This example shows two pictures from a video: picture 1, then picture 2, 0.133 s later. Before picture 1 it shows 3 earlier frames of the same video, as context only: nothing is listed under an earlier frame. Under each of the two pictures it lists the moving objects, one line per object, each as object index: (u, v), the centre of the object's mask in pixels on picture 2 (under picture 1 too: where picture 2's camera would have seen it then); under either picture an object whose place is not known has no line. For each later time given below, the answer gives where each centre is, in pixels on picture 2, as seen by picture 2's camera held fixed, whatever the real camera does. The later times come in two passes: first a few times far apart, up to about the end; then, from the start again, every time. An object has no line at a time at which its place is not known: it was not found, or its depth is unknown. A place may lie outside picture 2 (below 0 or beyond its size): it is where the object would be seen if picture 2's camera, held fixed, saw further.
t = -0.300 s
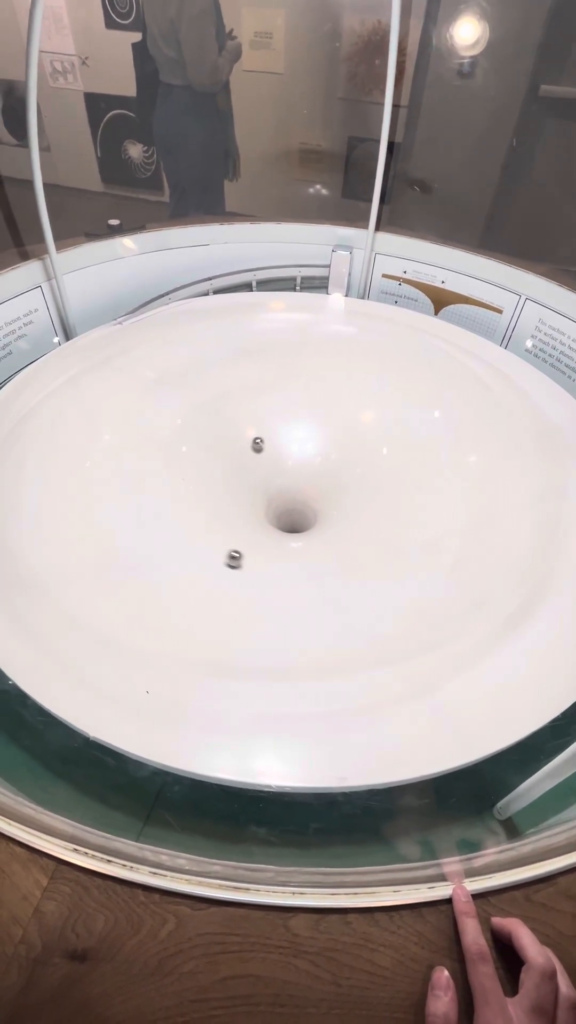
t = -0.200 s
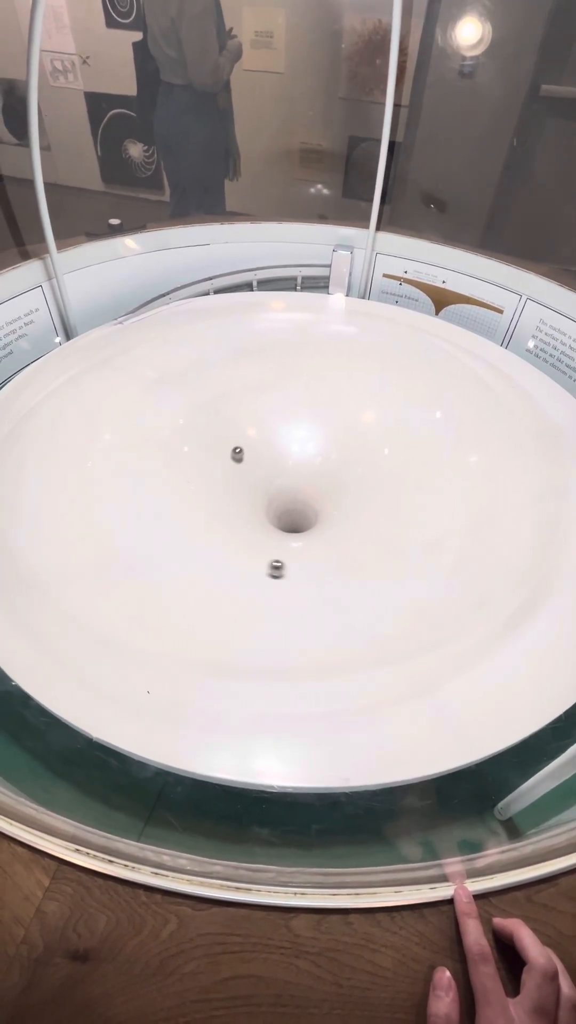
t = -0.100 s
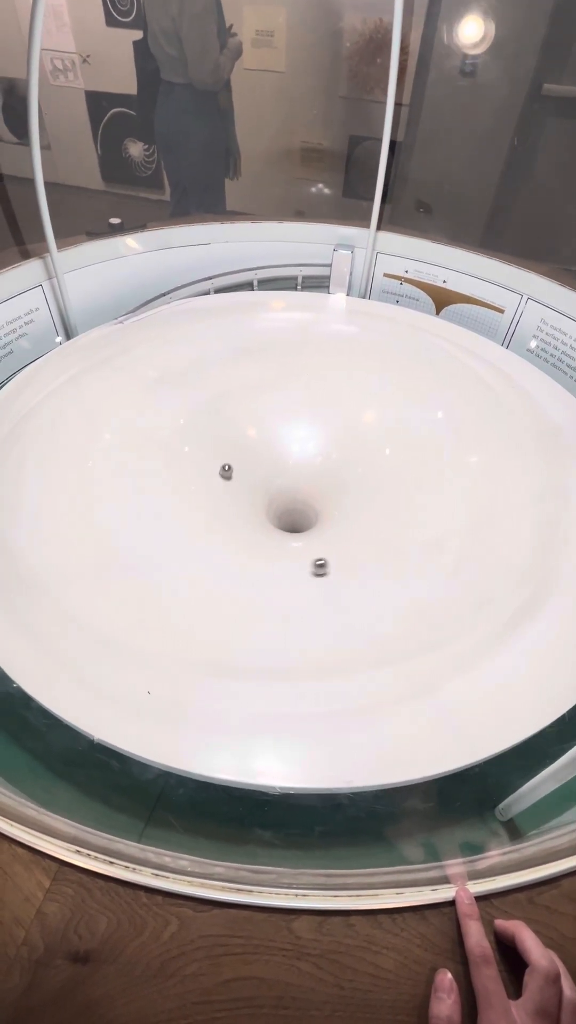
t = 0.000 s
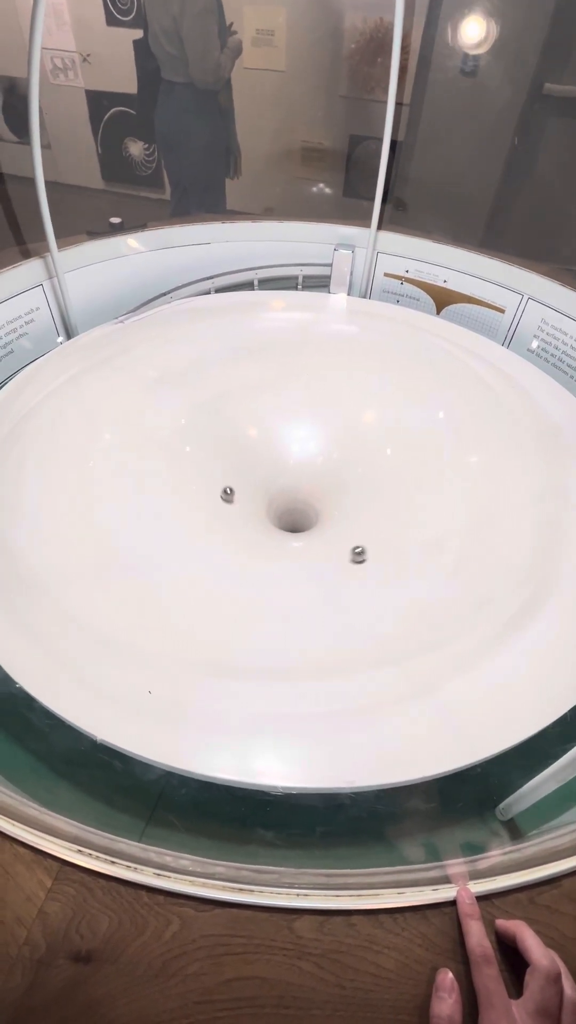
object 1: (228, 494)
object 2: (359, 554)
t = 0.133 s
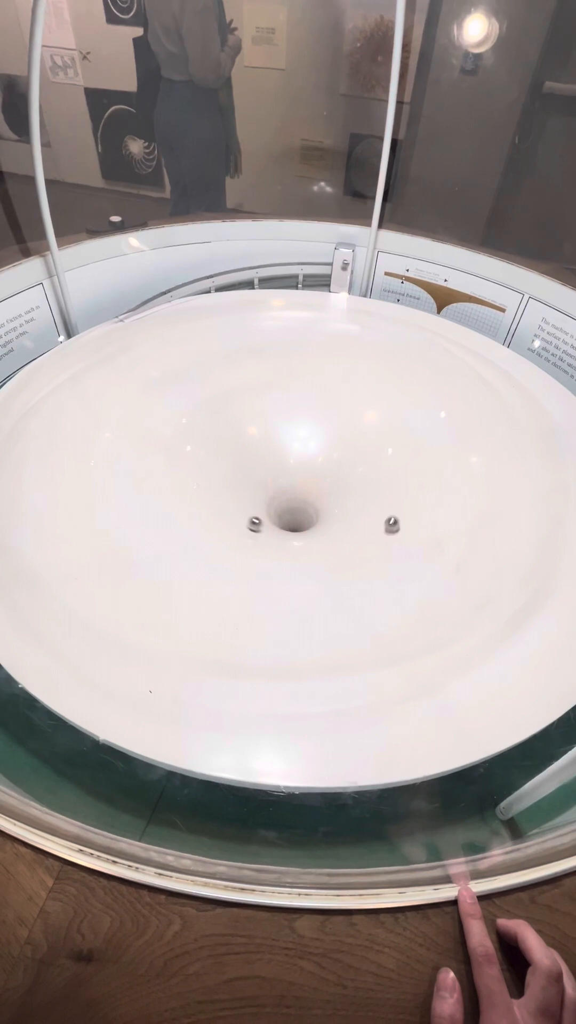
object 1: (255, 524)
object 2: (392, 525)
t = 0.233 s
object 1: (291, 535)
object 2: (401, 499)
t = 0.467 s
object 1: (358, 506)
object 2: (371, 437)
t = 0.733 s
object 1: (340, 452)
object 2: (292, 400)
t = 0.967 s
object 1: (277, 445)
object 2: (223, 406)
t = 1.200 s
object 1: (236, 487)
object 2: (180, 445)
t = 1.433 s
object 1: (275, 535)
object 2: (192, 509)
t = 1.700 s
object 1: (352, 521)
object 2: (294, 556)
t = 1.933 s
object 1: (349, 477)
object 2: (388, 530)
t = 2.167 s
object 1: (284, 451)
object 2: (414, 473)
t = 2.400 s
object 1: (230, 471)
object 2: (377, 424)
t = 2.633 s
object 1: (241, 519)
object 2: (307, 405)
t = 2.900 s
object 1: (327, 530)
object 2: (224, 426)
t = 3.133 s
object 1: (352, 481)
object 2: (186, 478)
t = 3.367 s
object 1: (304, 442)
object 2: (216, 540)
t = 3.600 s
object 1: (249, 453)
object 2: (305, 567)
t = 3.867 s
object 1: (249, 515)
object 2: (391, 530)
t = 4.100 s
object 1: (326, 532)
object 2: (394, 470)
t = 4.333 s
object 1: (365, 492)
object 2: (337, 420)
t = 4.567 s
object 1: (327, 454)
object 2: (261, 404)
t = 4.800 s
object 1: (259, 459)
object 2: (199, 423)
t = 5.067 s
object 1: (239, 512)
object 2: (177, 482)
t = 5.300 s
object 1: (301, 538)
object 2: (231, 541)
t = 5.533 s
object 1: (352, 509)
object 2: (335, 550)
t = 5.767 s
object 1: (323, 461)
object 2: (402, 503)
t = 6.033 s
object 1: (250, 453)
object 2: (389, 437)
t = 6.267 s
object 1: (229, 493)
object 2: (329, 406)
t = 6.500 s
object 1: (286, 533)
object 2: (257, 411)
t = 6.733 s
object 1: (352, 506)
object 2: (201, 450)
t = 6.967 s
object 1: (338, 457)
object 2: (202, 515)
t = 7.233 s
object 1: (272, 448)
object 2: (288, 563)
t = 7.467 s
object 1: (240, 493)
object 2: (375, 545)
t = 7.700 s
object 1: (292, 534)
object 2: (403, 492)
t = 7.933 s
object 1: (354, 516)
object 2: (363, 438)
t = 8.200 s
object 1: (337, 467)
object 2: (277, 410)
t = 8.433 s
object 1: (268, 456)
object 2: (209, 423)
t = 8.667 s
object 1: (231, 490)
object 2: (176, 467)
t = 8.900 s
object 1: (270, 531)
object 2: (207, 526)
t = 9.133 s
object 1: (339, 519)
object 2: (302, 553)
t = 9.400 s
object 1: (330, 461)
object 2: (391, 509)
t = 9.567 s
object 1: (287, 444)
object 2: (397, 464)
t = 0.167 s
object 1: (265, 529)
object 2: (396, 517)
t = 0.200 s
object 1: (278, 533)
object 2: (399, 508)
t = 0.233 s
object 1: (291, 535)
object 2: (401, 499)
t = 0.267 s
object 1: (303, 535)
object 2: (401, 489)
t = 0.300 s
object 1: (316, 533)
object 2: (399, 480)
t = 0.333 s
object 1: (327, 530)
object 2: (396, 471)
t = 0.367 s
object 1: (338, 525)
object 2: (391, 462)
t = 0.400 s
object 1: (346, 520)
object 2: (386, 453)
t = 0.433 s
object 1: (353, 513)
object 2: (379, 445)
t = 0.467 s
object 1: (358, 506)
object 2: (371, 437)
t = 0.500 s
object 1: (362, 499)
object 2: (363, 430)
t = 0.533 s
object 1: (363, 491)
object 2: (353, 423)
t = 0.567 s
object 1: (363, 484)
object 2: (344, 418)
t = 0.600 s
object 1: (361, 477)
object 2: (334, 413)
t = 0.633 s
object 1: (358, 470)
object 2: (324, 408)
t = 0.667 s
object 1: (353, 463)
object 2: (313, 405)
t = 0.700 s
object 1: (347, 457)
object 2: (303, 402)
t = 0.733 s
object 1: (340, 452)
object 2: (292, 400)
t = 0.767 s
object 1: (332, 448)
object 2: (282, 398)
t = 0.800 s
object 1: (324, 445)
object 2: (271, 398)
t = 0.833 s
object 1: (315, 443)
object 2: (261, 398)
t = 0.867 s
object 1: (305, 442)
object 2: (251, 399)
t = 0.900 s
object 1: (295, 442)
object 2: (241, 400)
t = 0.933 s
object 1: (286, 443)
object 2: (232, 403)
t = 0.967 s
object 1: (277, 445)
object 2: (223, 406)
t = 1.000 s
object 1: (269, 448)
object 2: (215, 409)
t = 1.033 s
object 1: (261, 453)
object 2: (207, 414)
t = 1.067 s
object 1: (253, 458)
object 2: (200, 419)
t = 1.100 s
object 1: (247, 464)
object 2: (194, 424)
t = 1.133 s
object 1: (242, 471)
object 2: (189, 431)
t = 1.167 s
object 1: (239, 479)
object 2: (184, 437)
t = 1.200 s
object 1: (236, 487)
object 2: (180, 445)
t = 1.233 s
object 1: (236, 495)
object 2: (178, 453)
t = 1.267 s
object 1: (238, 504)
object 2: (177, 462)
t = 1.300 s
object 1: (243, 512)
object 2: (177, 471)
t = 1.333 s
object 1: (248, 519)
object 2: (178, 480)
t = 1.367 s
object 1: (256, 526)
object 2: (181, 490)
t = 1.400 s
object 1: (265, 531)
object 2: (186, 500)
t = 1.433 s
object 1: (275, 535)
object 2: (192, 509)
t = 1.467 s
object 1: (286, 537)
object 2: (200, 518)
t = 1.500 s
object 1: (298, 538)
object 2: (210, 527)
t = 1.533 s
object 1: (309, 538)
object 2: (221, 535)
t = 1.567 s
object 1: (320, 537)
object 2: (234, 542)
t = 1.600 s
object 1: (329, 534)
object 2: (248, 547)
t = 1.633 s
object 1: (338, 531)
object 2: (263, 552)
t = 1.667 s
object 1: (346, 526)
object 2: (278, 555)
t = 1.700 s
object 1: (352, 521)
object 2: (294, 556)
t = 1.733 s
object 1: (357, 516)
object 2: (310, 556)
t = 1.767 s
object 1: (360, 510)
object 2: (325, 555)
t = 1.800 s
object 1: (361, 503)
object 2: (340, 552)
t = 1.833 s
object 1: (361, 496)
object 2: (354, 548)
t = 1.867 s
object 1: (359, 490)
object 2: (366, 543)
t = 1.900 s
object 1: (355, 483)
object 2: (378, 537)
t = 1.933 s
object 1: (349, 477)
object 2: (388, 530)
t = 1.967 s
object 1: (342, 471)
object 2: (396, 523)
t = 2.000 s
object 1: (334, 465)
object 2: (403, 515)
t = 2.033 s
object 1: (325, 461)
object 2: (408, 507)
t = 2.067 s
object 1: (315, 457)
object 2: (412, 498)
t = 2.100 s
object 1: (305, 454)
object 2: (414, 490)
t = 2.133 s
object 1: (294, 452)
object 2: (415, 481)
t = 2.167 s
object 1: (284, 451)
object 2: (414, 473)
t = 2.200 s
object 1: (274, 451)
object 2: (412, 465)
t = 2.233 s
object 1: (264, 452)
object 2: (409, 457)
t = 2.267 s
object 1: (255, 454)
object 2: (405, 449)
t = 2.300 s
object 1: (247, 457)
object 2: (399, 442)
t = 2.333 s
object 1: (240, 461)
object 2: (393, 436)
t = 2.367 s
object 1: (235, 466)
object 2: (385, 430)
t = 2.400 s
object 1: (230, 471)
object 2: (377, 424)
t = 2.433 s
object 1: (227, 477)
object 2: (368, 420)
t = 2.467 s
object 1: (225, 484)
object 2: (359, 415)
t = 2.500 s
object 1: (225, 491)
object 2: (349, 412)
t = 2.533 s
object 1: (226, 498)
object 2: (339, 409)
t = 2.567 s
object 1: (229, 505)
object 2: (329, 407)
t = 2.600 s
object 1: (234, 512)
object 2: (318, 406)
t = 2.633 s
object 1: (241, 519)
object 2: (307, 405)
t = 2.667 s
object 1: (249, 525)
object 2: (296, 405)
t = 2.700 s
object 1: (259, 530)
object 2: (285, 406)
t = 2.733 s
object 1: (270, 533)
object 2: (274, 408)
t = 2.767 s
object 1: (281, 536)
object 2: (263, 410)
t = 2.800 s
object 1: (293, 536)
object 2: (253, 413)
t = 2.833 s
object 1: (305, 536)
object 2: (243, 417)
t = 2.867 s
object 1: (317, 533)
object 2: (233, 421)
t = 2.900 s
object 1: (327, 530)
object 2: (224, 426)
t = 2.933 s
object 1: (336, 525)
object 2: (216, 432)
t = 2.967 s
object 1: (343, 519)
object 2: (208, 438)
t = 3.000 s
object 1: (349, 512)
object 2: (201, 445)
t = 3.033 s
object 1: (352, 505)
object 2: (196, 453)
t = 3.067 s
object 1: (354, 497)
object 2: (191, 461)
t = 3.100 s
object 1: (354, 489)
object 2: (188, 469)
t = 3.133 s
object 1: (352, 481)
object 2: (186, 478)
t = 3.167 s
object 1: (348, 473)
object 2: (186, 488)
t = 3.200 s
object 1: (342, 465)
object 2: (187, 497)
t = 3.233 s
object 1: (336, 459)
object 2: (189, 506)
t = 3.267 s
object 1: (329, 453)
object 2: (194, 515)
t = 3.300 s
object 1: (321, 448)
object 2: (199, 524)
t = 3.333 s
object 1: (313, 445)
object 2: (207, 533)
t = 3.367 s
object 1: (304, 442)
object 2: (216, 540)
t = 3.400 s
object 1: (295, 440)
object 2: (226, 547)
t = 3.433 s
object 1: (286, 440)
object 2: (238, 553)
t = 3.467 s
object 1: (278, 441)
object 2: (250, 559)
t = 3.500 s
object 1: (270, 442)
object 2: (263, 563)
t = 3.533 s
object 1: (262, 445)
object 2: (277, 566)
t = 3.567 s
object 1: (255, 449)
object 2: (291, 567)
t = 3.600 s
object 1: (249, 453)
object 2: (305, 567)
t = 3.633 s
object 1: (244, 459)
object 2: (319, 566)
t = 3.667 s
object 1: (240, 466)
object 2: (333, 563)
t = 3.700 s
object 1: (237, 473)
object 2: (345, 560)
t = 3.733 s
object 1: (236, 481)
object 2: (357, 556)
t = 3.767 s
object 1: (236, 489)
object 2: (367, 550)
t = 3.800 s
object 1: (238, 498)
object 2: (377, 544)
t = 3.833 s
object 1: (243, 507)
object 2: (385, 537)
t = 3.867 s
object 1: (249, 515)
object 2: (391, 530)
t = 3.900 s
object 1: (257, 522)
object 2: (396, 522)
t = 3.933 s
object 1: (267, 528)
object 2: (400, 514)
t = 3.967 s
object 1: (278, 532)
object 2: (401, 505)
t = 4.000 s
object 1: (291, 534)
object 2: (402, 496)
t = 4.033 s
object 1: (303, 535)
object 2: (401, 487)
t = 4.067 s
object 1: (315, 534)
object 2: (398, 478)
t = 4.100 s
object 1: (326, 532)
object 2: (394, 470)
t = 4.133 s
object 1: (336, 528)
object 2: (389, 461)
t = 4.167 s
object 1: (345, 524)
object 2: (383, 453)
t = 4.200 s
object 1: (352, 518)
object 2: (375, 445)
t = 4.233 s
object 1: (358, 512)
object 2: (366, 438)
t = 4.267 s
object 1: (362, 506)
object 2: (357, 431)
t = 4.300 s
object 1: (364, 499)
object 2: (348, 426)
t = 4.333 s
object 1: (365, 492)
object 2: (337, 420)
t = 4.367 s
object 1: (363, 486)
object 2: (327, 416)
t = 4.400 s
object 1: (361, 479)
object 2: (316, 412)
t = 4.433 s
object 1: (356, 473)
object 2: (305, 409)
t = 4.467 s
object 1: (351, 467)
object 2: (294, 406)
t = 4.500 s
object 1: (343, 462)
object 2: (283, 405)
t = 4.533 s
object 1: (335, 458)
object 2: (272, 404)
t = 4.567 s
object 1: (327, 454)
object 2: (261, 404)
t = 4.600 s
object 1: (317, 452)
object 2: (251, 405)
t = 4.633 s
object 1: (307, 451)
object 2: (241, 406)
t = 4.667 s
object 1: (297, 450)
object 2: (231, 408)
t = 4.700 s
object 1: (287, 451)
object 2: (222, 410)
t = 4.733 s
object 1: (277, 452)
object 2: (214, 414)
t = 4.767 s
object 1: (267, 455)
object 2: (206, 418)
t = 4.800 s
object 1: (259, 459)
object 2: (199, 423)
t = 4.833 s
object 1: (251, 463)
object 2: (192, 428)
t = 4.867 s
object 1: (245, 469)
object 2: (187, 434)
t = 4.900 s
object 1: (240, 475)
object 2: (182, 441)
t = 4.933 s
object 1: (236, 482)
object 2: (179, 448)
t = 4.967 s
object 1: (234, 489)
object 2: (176, 456)
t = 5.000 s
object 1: (234, 497)
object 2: (175, 464)
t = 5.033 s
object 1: (235, 504)
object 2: (175, 473)
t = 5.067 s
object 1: (239, 512)
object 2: (177, 482)
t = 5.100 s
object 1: (244, 519)
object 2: (180, 491)
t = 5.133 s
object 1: (251, 525)
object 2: (184, 500)
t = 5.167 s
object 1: (260, 530)
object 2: (190, 509)
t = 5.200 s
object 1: (269, 534)
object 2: (198, 518)
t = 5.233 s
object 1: (280, 537)
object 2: (207, 526)
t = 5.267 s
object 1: (290, 538)
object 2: (218, 534)
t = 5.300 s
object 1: (301, 538)
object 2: (231, 541)
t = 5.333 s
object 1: (312, 537)
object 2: (244, 546)
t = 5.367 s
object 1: (321, 535)
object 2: (259, 550)
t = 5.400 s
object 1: (330, 532)
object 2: (274, 553)
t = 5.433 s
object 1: (338, 527)
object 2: (290, 555)
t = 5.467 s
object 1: (344, 522)
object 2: (305, 555)
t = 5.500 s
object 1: (349, 516)
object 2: (321, 553)
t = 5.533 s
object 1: (352, 509)
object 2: (335, 550)
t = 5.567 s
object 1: (353, 502)
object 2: (349, 546)
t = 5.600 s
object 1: (352, 495)
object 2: (361, 541)
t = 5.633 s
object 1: (350, 488)
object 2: (373, 534)
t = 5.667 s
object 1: (345, 481)
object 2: (382, 527)
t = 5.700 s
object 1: (339, 474)
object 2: (390, 520)
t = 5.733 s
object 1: (332, 467)
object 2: (397, 511)
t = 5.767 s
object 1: (323, 461)
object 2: (402, 503)
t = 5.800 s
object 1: (314, 457)
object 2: (405, 494)
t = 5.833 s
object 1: (304, 453)
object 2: (407, 485)
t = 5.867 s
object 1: (294, 450)
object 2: (407, 477)
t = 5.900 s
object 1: (285, 449)
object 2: (406, 468)
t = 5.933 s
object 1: (275, 448)
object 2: (403, 460)
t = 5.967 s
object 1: (266, 449)
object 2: (400, 452)
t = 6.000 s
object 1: (258, 450)
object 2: (395, 445)
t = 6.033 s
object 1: (250, 453)
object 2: (389, 437)
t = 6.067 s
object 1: (244, 456)
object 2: (382, 431)
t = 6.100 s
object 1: (238, 460)
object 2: (374, 425)
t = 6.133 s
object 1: (233, 465)
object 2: (366, 420)
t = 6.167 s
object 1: (230, 472)
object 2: (358, 415)
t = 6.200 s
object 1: (228, 478)
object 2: (348, 411)
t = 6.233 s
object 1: (228, 485)
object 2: (339, 408)
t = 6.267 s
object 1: (229, 493)
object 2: (329, 406)
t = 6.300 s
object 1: (232, 501)
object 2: (319, 404)
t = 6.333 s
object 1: (237, 508)
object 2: (308, 404)
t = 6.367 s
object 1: (244, 515)
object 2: (298, 403)
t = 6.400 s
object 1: (252, 522)
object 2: (288, 404)
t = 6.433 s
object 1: (262, 527)
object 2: (277, 406)
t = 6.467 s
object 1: (273, 531)
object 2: (267, 408)
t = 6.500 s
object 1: (286, 533)
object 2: (257, 411)
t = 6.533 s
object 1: (298, 533)
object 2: (247, 414)
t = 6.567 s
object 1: (310, 532)
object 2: (238, 419)
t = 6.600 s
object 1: (321, 529)
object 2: (229, 423)
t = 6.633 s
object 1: (332, 525)
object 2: (221, 429)
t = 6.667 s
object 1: (340, 519)
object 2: (214, 436)
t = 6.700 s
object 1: (347, 513)
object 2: (207, 443)
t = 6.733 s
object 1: (352, 506)
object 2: (201, 450)
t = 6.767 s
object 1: (355, 499)
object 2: (197, 459)
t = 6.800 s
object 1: (356, 491)
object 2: (194, 468)
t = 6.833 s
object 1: (355, 484)
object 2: (192, 477)
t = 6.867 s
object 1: (353, 476)
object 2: (192, 486)
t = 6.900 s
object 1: (349, 469)
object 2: (194, 496)
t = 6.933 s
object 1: (344, 462)
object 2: (197, 505)
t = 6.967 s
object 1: (338, 457)
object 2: (202, 515)
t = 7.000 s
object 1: (331, 452)
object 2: (208, 524)
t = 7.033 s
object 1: (324, 448)
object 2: (216, 532)
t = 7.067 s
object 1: (315, 446)
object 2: (225, 540)
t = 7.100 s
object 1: (306, 444)
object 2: (236, 547)
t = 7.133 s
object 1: (297, 443)
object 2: (247, 552)
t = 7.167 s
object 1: (288, 444)
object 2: (261, 557)
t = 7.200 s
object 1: (280, 445)
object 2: (274, 561)
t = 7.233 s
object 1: (272, 448)
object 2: (288, 563)
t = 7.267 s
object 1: (264, 452)
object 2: (302, 564)
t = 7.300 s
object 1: (257, 457)
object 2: (316, 564)
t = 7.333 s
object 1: (251, 463)
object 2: (330, 562)
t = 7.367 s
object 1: (246, 469)
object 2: (342, 560)
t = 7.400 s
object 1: (242, 477)
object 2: (354, 556)
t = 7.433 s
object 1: (241, 485)
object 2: (365, 551)
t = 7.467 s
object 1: (240, 493)
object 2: (375, 545)
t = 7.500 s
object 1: (242, 502)
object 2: (383, 539)
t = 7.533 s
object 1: (246, 510)
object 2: (390, 532)
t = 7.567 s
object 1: (252, 517)
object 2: (396, 525)
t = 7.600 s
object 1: (260, 524)
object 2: (400, 517)
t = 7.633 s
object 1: (270, 529)
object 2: (402, 509)
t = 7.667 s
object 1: (281, 532)
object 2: (403, 501)
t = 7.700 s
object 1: (292, 534)
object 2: (403, 492)
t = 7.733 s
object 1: (303, 535)
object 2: (401, 484)
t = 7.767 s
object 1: (314, 535)
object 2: (398, 476)
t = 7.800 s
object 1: (325, 533)
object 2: (393, 468)
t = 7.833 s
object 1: (334, 530)
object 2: (387, 460)
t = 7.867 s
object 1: (342, 526)
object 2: (380, 452)
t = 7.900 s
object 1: (349, 521)
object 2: (372, 445)
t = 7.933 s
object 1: (354, 516)
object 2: (363, 438)
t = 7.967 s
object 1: (358, 510)
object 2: (354, 432)
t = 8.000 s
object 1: (360, 504)
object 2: (344, 427)
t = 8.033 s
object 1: (360, 497)
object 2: (333, 422)
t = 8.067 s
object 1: (359, 491)
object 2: (322, 418)
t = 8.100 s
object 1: (356, 485)
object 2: (311, 415)
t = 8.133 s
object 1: (351, 479)
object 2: (300, 412)
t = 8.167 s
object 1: (344, 473)
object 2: (288, 411)
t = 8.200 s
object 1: (337, 467)
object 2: (277, 410)
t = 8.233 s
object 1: (328, 463)
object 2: (266, 410)
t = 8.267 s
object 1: (318, 459)
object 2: (255, 410)
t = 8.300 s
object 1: (308, 456)
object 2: (245, 411)
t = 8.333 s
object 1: (298, 455)
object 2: (235, 413)
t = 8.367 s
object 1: (287, 454)
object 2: (226, 416)
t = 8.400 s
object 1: (277, 455)
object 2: (217, 419)
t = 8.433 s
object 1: (268, 456)
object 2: (209, 423)
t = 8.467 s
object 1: (259, 458)
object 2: (201, 428)
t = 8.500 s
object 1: (251, 462)
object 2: (194, 433)
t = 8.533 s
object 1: (244, 466)
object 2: (188, 439)
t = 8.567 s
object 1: (239, 471)
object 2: (184, 445)
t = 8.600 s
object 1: (234, 477)
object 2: (180, 451)
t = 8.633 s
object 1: (232, 483)
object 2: (177, 459)
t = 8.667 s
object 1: (231, 490)
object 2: (176, 467)
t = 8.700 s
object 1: (231, 497)
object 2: (176, 475)
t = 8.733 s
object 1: (234, 504)
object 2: (177, 484)
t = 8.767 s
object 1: (238, 511)
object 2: (180, 492)
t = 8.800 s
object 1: (244, 517)
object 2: (184, 501)
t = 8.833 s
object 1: (251, 523)
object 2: (190, 510)
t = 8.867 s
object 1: (260, 528)
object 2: (198, 518)
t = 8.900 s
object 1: (270, 531)
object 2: (207, 526)
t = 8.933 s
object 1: (281, 533)
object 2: (217, 533)
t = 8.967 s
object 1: (292, 534)
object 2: (229, 539)
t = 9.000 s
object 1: (303, 533)
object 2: (242, 545)
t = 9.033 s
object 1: (314, 532)
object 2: (257, 549)
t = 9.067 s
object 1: (324, 528)
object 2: (272, 552)
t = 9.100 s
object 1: (332, 524)
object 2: (286, 553)
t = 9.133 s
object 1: (339, 519)
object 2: (302, 553)
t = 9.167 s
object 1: (344, 512)
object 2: (317, 551)
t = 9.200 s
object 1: (348, 505)
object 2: (332, 548)
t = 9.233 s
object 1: (349, 498)
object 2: (344, 544)
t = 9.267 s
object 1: (349, 490)
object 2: (356, 538)
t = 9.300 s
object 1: (346, 482)
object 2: (367, 532)
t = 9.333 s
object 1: (342, 475)
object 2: (376, 525)
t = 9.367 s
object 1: (336, 468)
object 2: (384, 517)
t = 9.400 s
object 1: (330, 461)
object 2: (391, 509)
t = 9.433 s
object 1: (322, 455)
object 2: (395, 500)
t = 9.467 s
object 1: (314, 451)
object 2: (398, 491)
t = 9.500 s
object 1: (305, 448)
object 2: (399, 482)
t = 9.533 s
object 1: (296, 445)
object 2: (399, 473)
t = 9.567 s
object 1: (287, 444)
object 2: (397, 464)
